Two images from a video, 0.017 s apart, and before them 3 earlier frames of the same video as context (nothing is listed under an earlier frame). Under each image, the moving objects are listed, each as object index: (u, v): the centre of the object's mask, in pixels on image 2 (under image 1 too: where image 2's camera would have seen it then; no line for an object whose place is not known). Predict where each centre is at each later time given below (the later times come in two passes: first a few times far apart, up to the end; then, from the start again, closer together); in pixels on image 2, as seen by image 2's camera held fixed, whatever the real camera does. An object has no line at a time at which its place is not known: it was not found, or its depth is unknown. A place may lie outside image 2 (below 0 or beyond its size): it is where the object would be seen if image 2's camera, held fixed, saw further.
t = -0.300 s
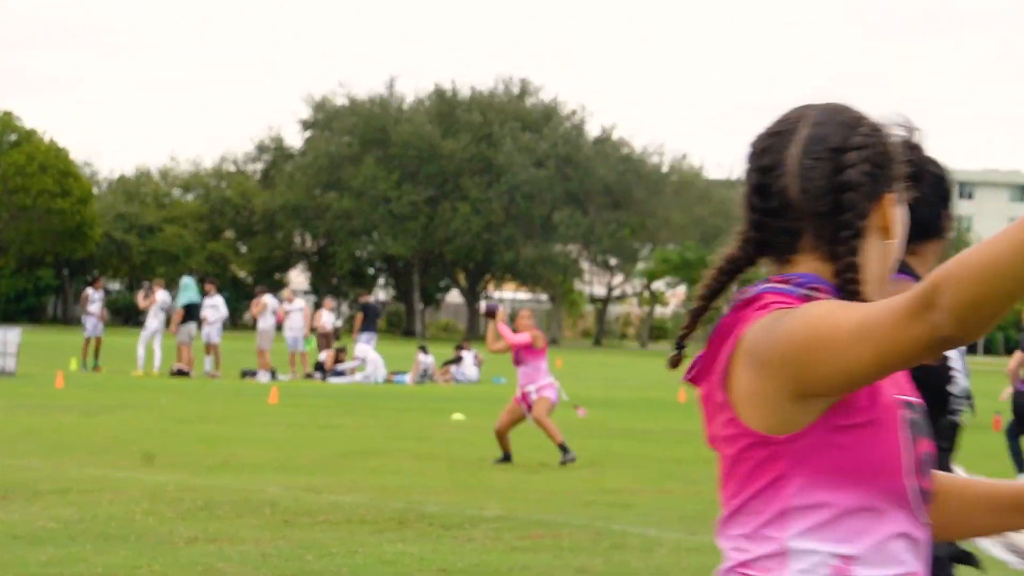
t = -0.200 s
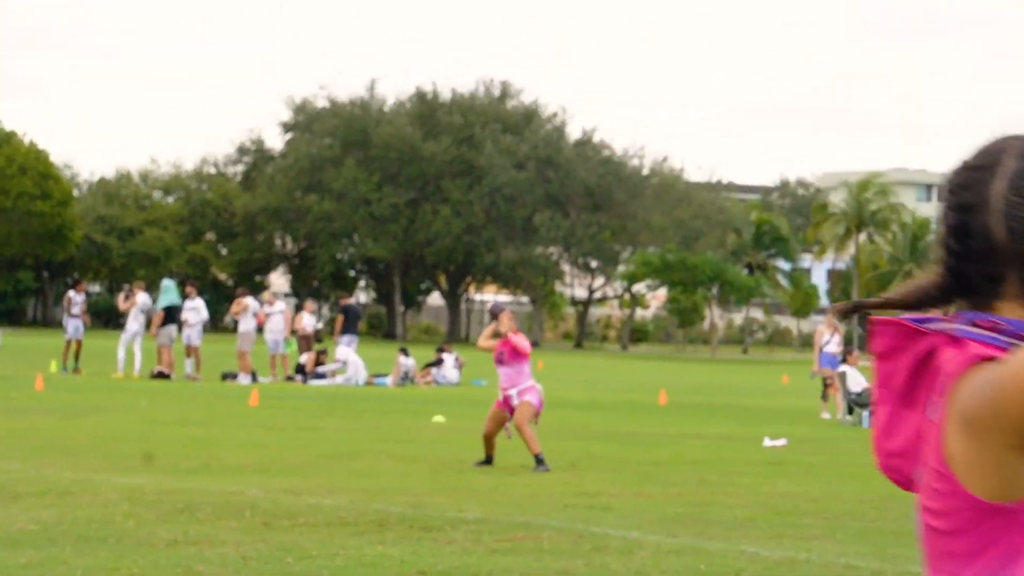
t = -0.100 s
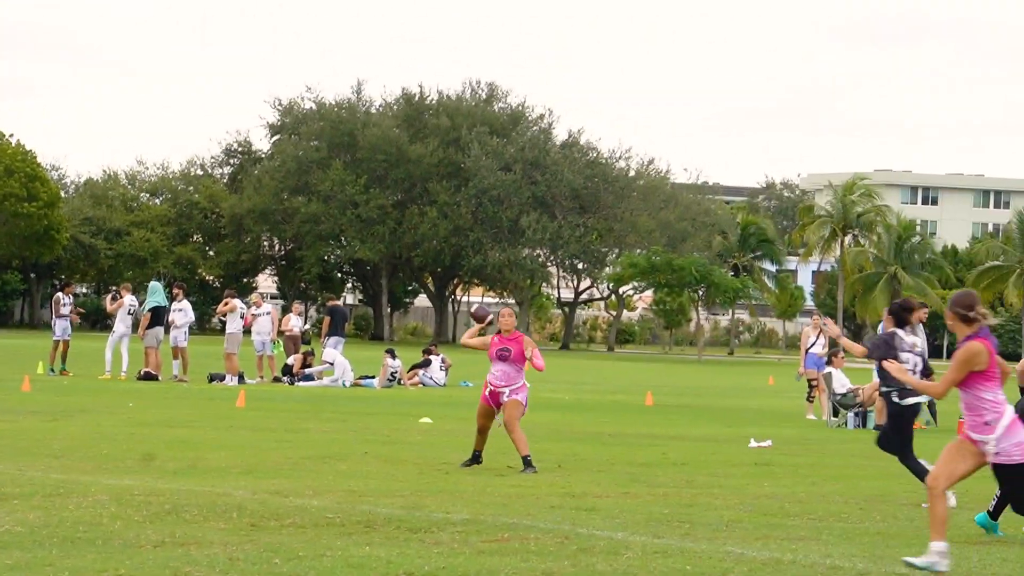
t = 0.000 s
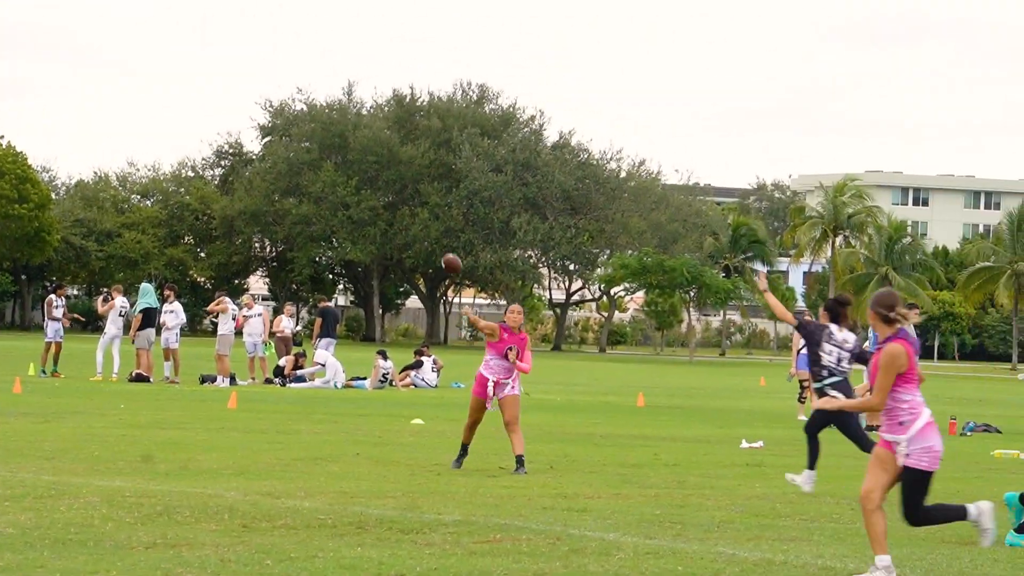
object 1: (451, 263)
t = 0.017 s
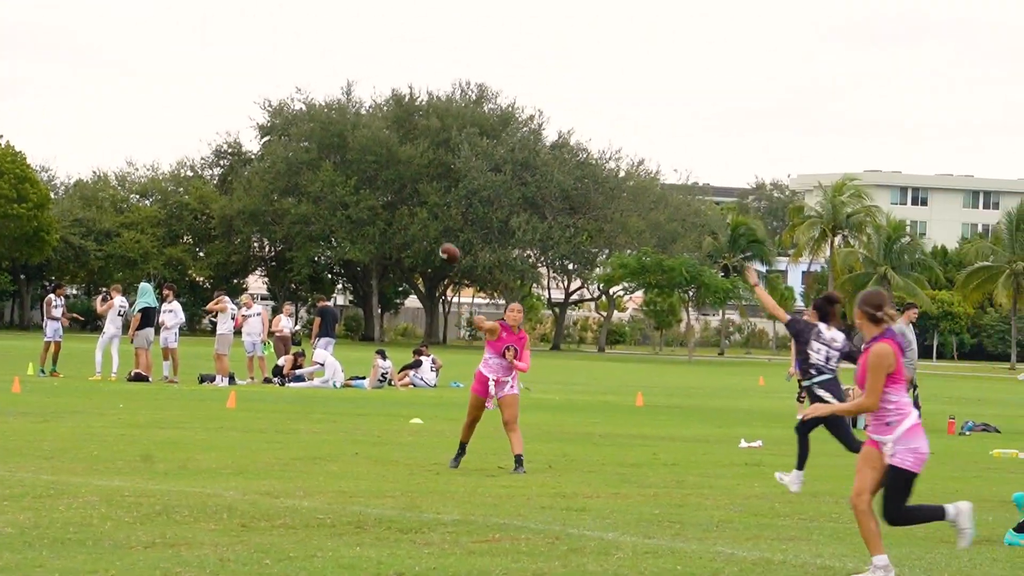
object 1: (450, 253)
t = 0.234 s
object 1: (424, 143)
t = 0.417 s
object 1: (412, 76)
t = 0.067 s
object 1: (445, 226)
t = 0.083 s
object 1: (442, 216)
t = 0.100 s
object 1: (440, 208)
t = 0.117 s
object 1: (439, 199)
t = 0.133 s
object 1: (437, 191)
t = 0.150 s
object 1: (436, 182)
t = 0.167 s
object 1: (432, 173)
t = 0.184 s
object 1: (431, 166)
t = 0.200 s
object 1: (428, 158)
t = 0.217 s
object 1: (426, 151)
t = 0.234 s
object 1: (424, 143)
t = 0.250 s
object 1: (422, 136)
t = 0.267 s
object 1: (421, 128)
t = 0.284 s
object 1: (418, 121)
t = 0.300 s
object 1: (416, 113)
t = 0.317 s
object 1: (414, 107)
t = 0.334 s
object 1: (415, 97)
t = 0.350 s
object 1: (415, 93)
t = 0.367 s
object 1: (413, 87)
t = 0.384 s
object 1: (412, 82)
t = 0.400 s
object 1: (411, 81)
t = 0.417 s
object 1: (412, 76)
